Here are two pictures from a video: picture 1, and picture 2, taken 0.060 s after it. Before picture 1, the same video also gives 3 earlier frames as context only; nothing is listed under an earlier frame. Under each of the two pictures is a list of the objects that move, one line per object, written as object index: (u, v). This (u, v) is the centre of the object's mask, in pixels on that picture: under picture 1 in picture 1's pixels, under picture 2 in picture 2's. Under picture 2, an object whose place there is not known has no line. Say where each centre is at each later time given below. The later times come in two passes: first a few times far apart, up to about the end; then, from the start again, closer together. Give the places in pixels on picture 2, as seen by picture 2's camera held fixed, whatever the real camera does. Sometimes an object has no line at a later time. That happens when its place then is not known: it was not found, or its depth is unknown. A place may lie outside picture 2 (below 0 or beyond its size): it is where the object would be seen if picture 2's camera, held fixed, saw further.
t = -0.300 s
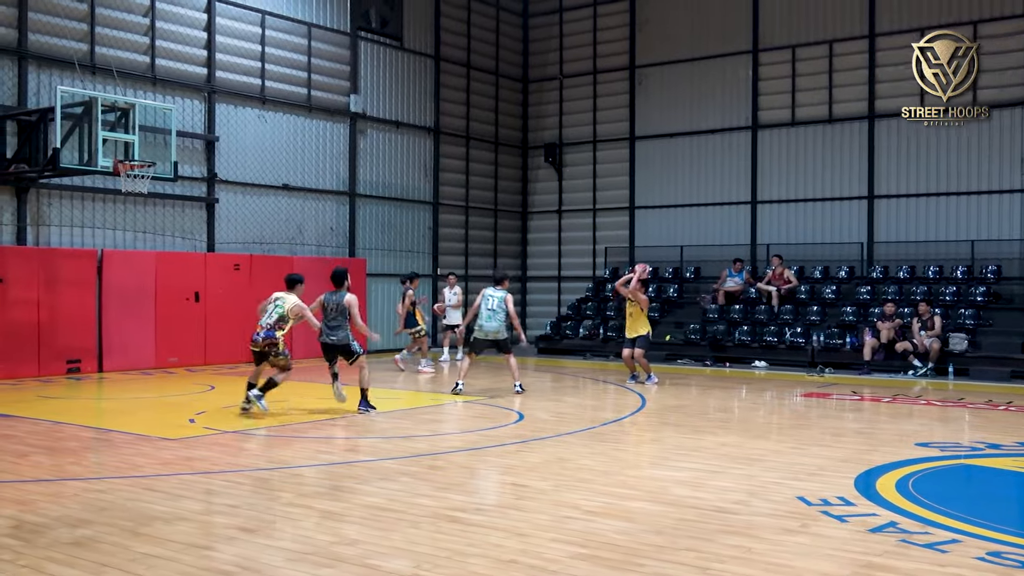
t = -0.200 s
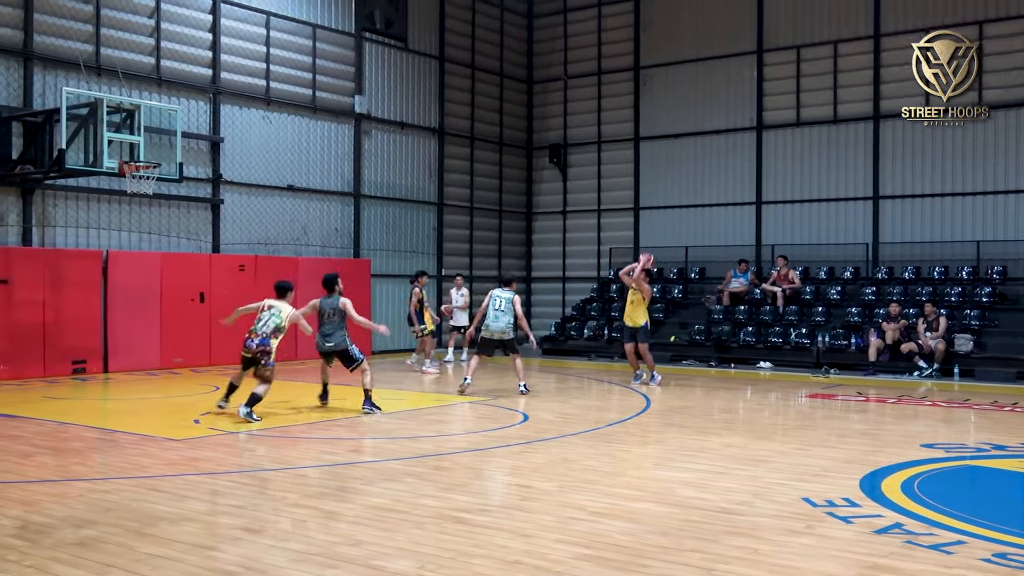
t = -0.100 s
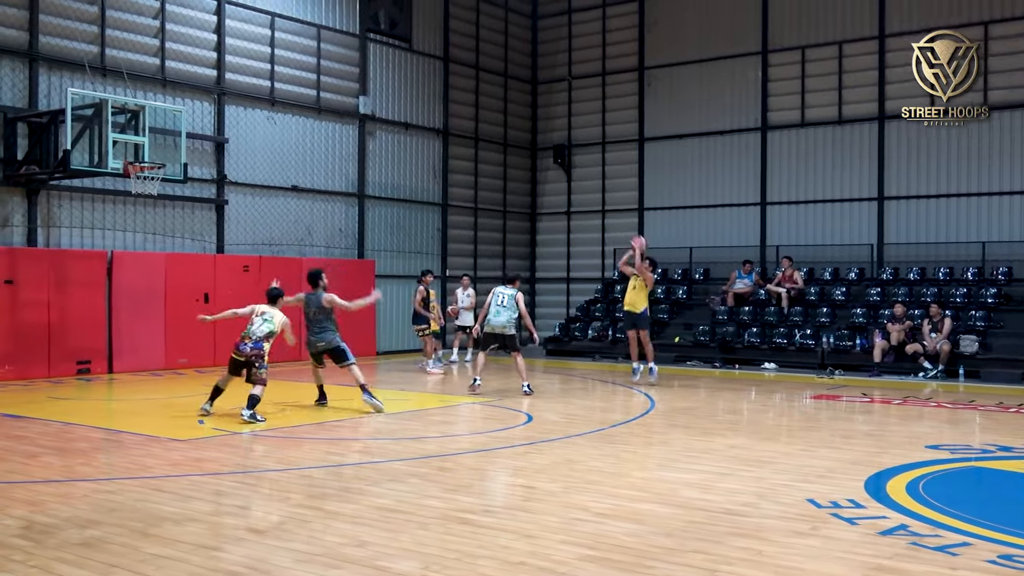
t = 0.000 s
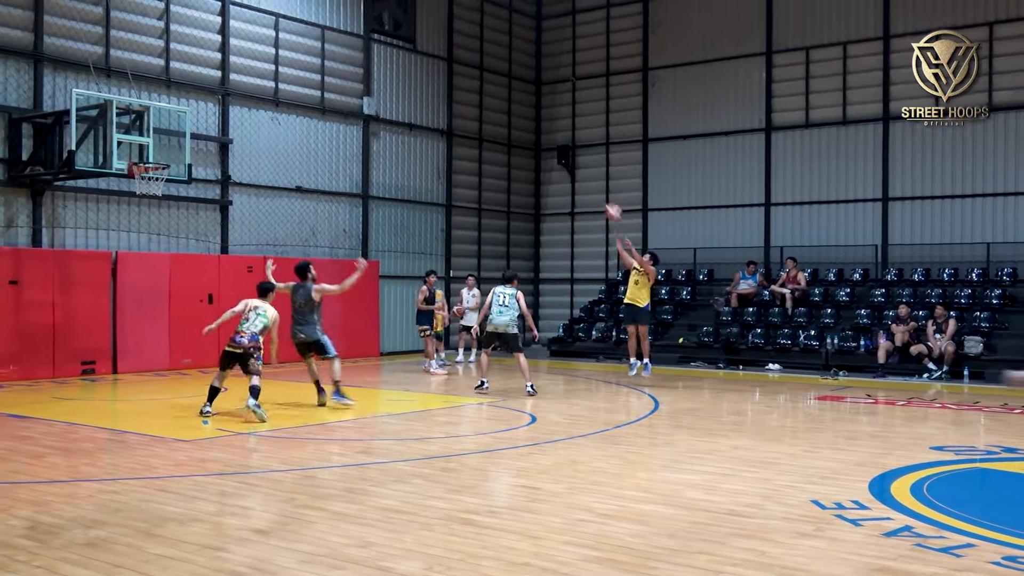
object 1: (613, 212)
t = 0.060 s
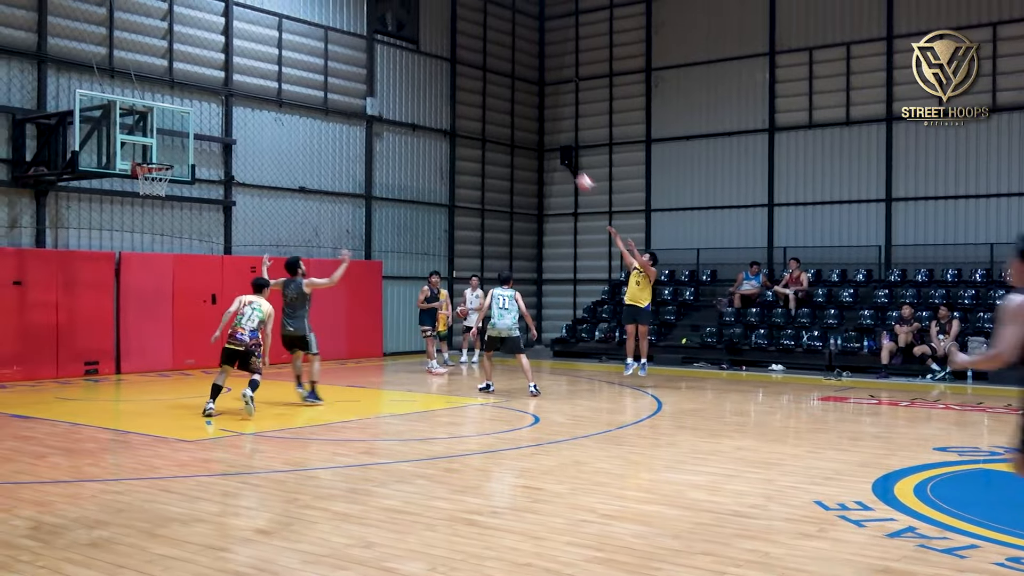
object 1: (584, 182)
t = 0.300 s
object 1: (490, 119)
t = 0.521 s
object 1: (401, 92)
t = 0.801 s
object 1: (284, 106)
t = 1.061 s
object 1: (187, 156)
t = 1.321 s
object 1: (256, 134)
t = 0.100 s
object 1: (577, 176)
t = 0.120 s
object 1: (562, 164)
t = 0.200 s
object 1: (530, 142)
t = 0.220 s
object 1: (522, 137)
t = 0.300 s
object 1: (490, 119)
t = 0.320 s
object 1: (482, 116)
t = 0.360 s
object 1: (466, 109)
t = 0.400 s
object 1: (451, 103)
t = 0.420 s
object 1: (443, 101)
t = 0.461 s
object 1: (426, 96)
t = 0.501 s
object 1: (410, 93)
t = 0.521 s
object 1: (401, 92)
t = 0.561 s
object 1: (385, 91)
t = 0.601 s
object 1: (369, 91)
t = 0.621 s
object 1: (361, 91)
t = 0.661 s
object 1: (344, 92)
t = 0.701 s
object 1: (327, 95)
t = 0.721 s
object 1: (318, 96)
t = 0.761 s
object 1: (301, 100)
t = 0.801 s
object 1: (284, 106)
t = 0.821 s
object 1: (276, 108)
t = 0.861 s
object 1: (257, 116)
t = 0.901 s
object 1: (240, 124)
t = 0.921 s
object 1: (231, 129)
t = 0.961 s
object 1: (213, 140)
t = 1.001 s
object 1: (195, 150)
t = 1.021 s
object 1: (186, 156)
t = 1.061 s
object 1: (187, 156)
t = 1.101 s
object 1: (196, 149)
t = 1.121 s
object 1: (203, 147)
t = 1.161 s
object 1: (213, 142)
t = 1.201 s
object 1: (225, 138)
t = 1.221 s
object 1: (228, 137)
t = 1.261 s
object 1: (240, 135)
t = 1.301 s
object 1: (250, 134)
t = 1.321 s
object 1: (256, 134)
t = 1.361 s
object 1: (266, 134)
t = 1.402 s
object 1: (277, 136)
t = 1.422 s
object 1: (283, 138)
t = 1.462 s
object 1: (294, 142)
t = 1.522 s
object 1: (311, 150)
